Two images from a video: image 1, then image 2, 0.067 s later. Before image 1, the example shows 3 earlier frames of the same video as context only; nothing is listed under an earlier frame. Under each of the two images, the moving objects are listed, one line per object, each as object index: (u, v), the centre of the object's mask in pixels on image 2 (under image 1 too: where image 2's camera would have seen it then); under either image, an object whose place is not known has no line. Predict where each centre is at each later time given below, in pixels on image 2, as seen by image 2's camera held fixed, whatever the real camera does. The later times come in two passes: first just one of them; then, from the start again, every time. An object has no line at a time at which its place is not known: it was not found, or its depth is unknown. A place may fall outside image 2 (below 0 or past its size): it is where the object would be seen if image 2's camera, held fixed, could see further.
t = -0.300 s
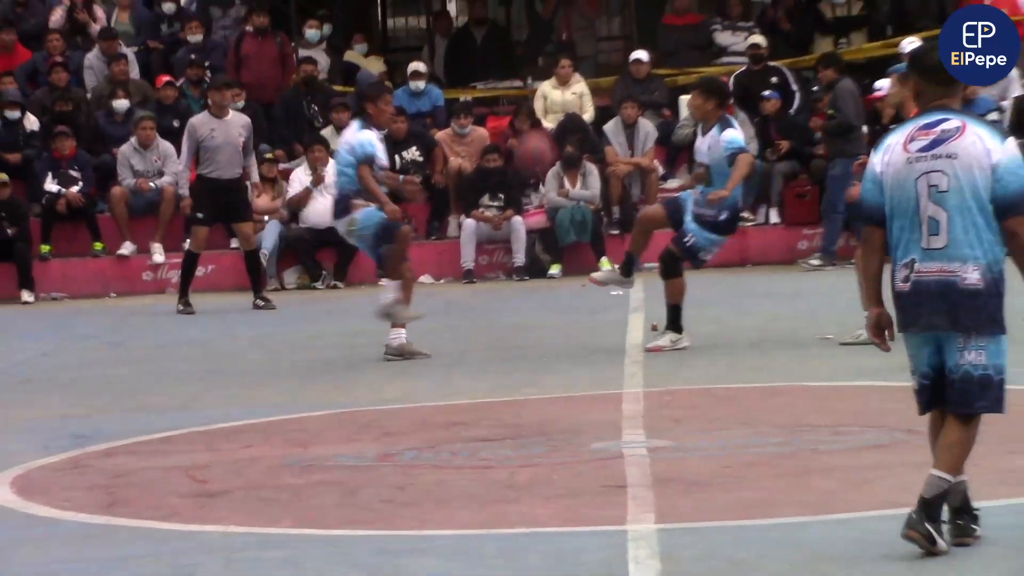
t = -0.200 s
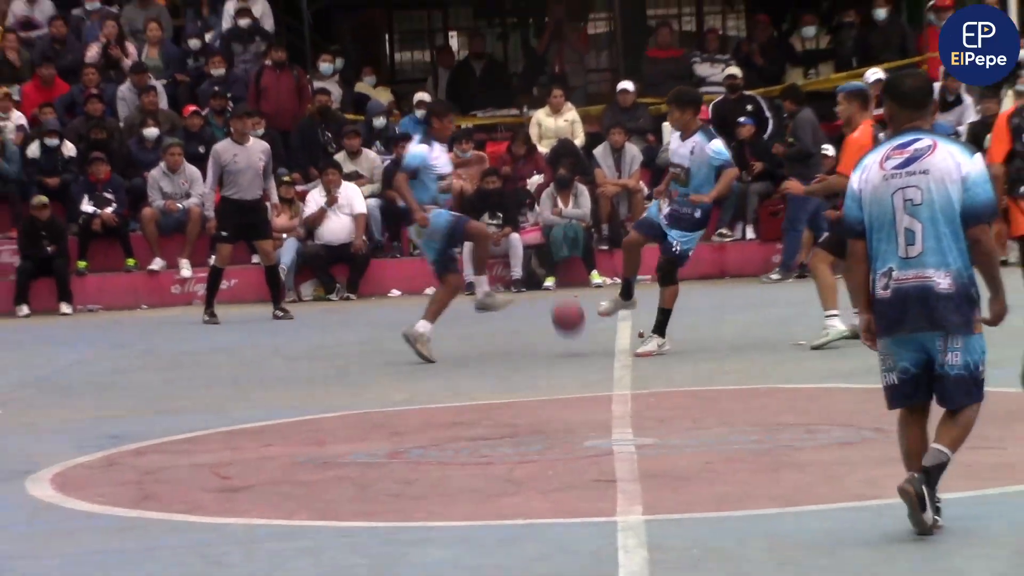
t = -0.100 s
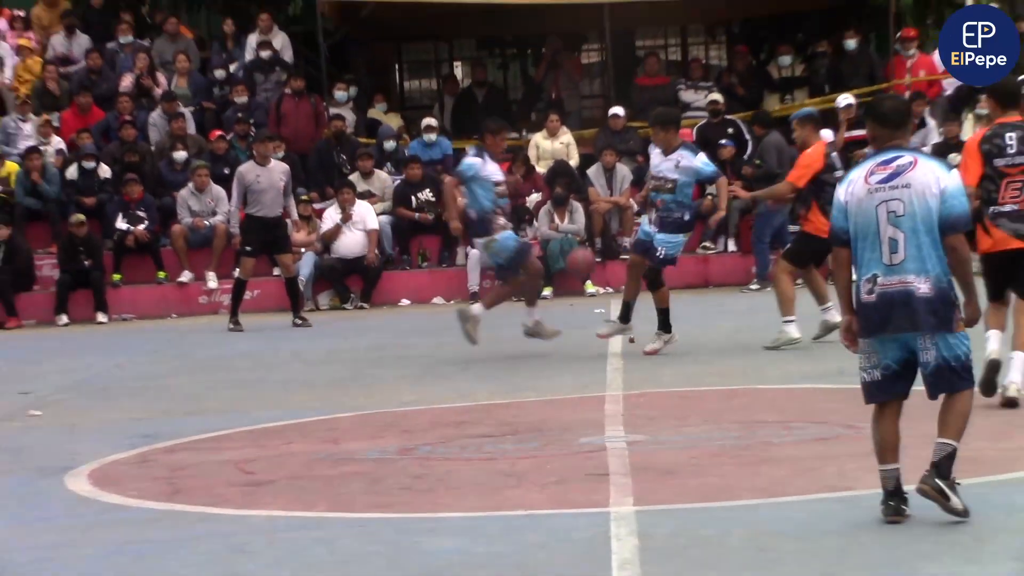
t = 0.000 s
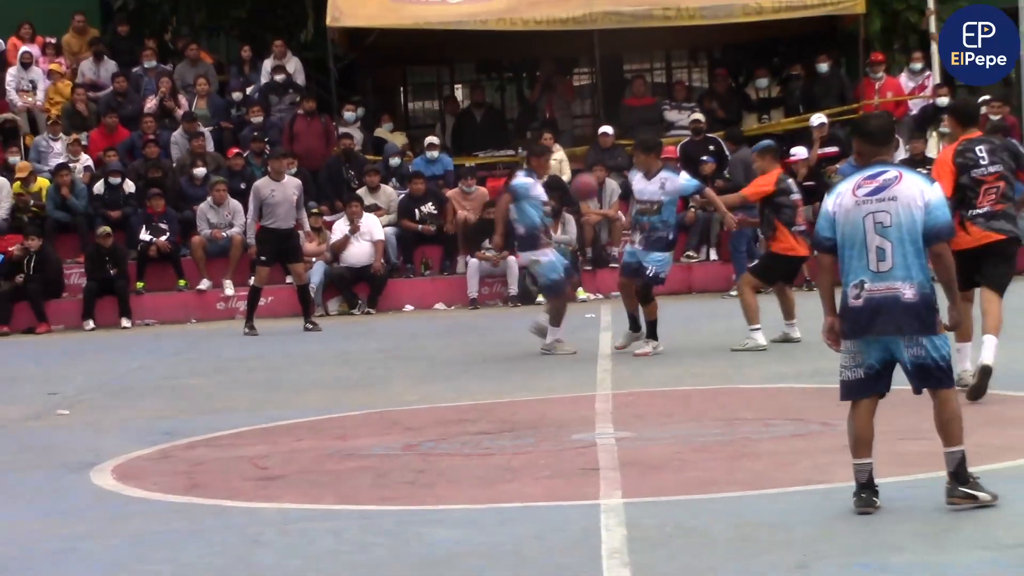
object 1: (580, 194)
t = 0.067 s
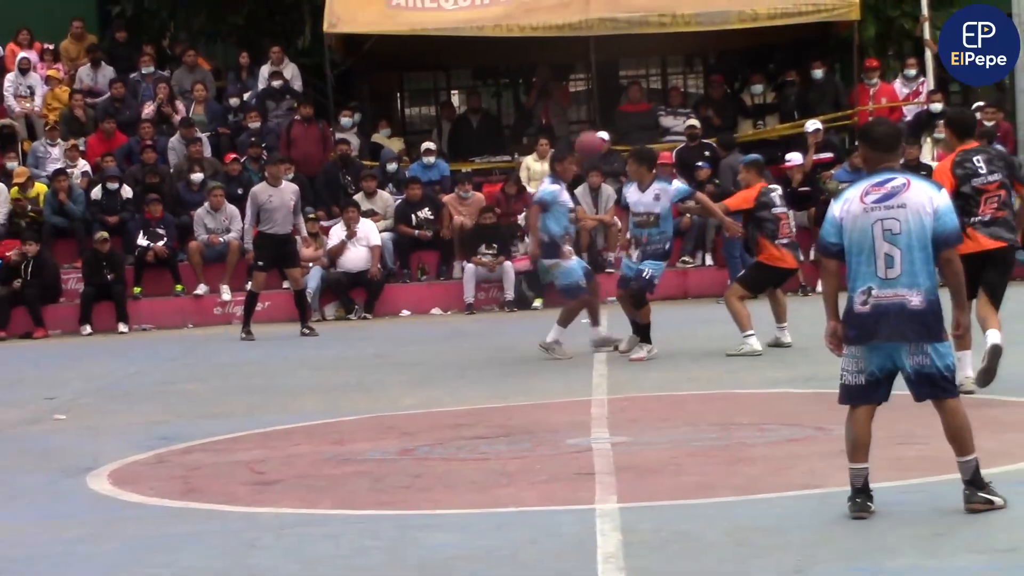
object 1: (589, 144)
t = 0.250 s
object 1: (608, 46)
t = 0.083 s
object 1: (591, 134)
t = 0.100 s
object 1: (593, 122)
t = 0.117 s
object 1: (594, 114)
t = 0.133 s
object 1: (596, 105)
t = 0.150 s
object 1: (598, 95)
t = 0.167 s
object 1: (600, 85)
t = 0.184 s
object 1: (601, 77)
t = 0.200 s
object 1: (603, 69)
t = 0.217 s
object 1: (604, 61)
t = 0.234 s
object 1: (606, 53)
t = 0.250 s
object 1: (608, 46)
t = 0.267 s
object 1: (611, 40)
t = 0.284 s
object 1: (612, 33)
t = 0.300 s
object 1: (614, 27)
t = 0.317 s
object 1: (616, 22)
